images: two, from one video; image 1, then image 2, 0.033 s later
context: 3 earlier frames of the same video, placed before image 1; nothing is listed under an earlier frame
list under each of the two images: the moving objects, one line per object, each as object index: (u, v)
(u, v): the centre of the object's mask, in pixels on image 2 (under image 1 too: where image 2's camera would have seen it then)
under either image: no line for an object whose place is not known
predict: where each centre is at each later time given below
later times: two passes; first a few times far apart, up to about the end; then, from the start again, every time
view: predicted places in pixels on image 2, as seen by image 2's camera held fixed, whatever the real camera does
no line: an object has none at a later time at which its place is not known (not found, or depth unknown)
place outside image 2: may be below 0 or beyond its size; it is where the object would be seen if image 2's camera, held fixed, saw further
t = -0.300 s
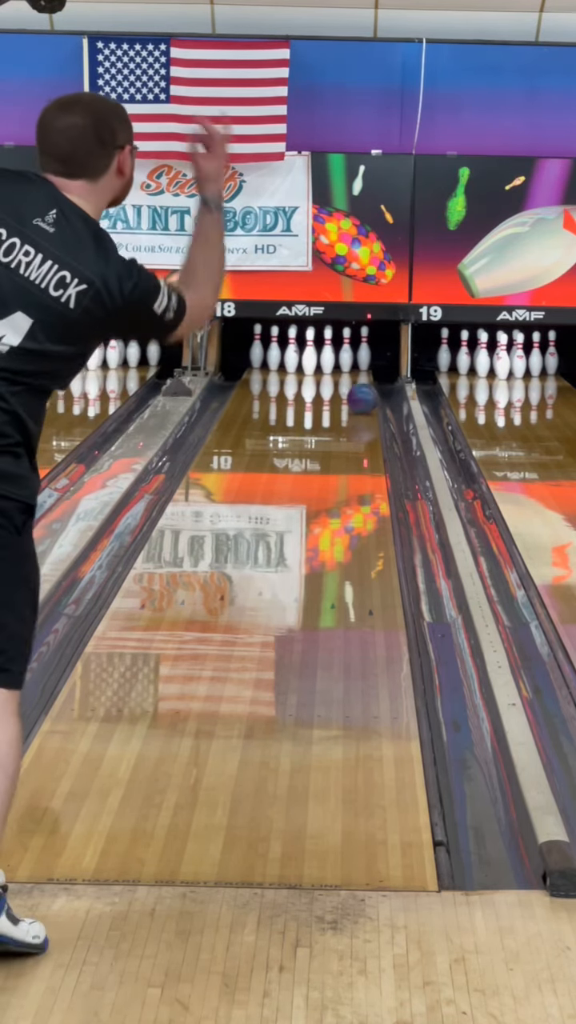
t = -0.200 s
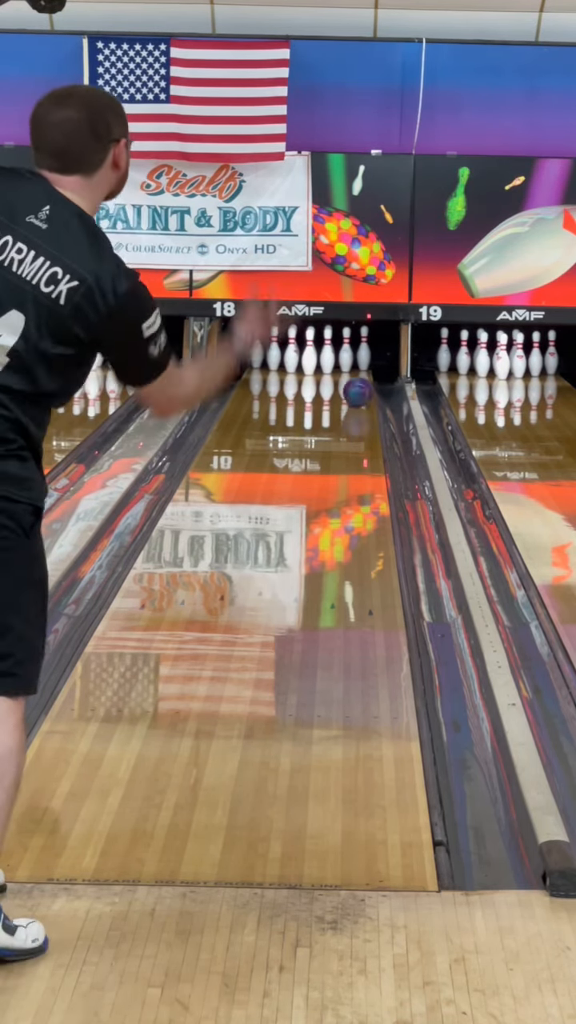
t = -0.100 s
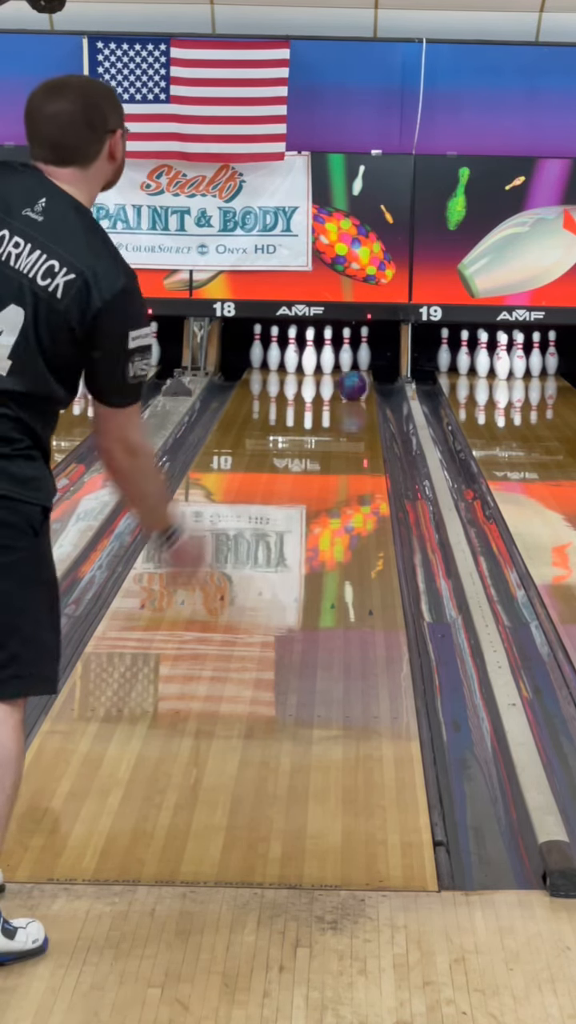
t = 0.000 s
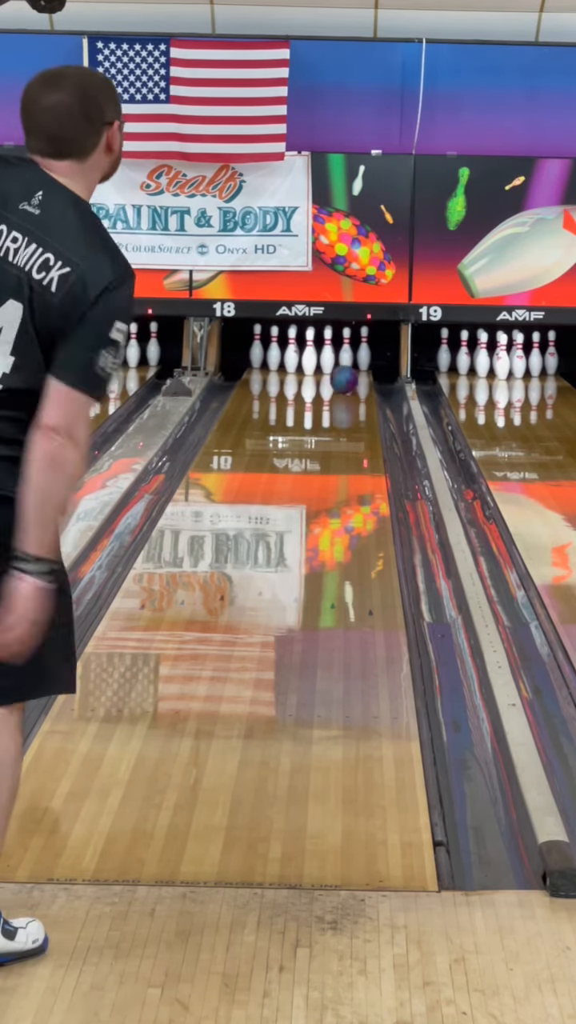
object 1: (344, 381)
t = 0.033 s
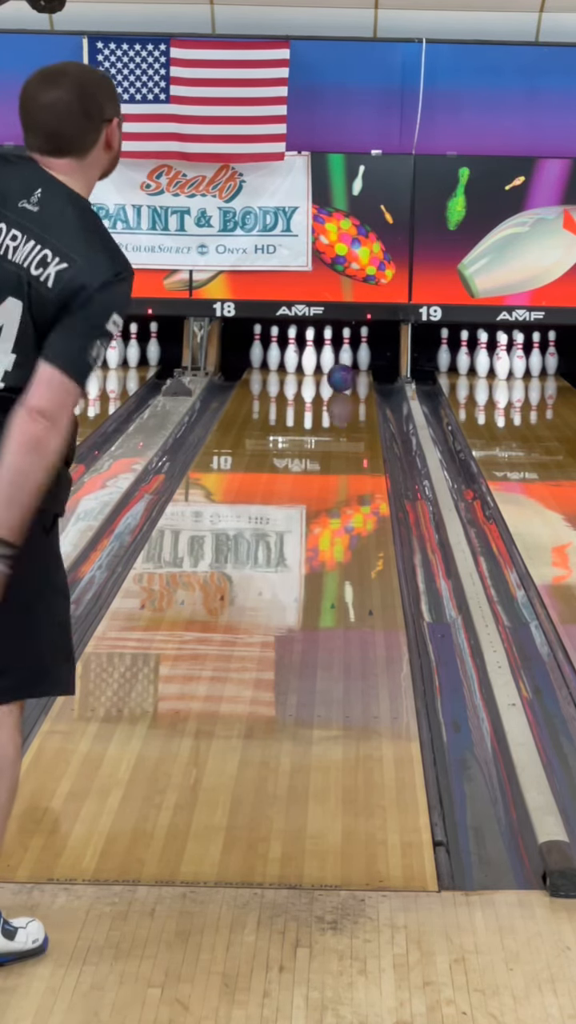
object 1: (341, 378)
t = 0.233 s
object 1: (323, 368)
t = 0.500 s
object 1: (303, 358)
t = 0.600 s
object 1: (298, 355)
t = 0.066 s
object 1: (338, 377)
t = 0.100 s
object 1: (335, 375)
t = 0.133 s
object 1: (331, 373)
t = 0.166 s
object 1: (329, 371)
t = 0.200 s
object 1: (326, 370)
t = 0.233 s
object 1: (323, 368)
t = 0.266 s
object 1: (320, 366)
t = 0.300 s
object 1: (316, 365)
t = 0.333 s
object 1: (314, 363)
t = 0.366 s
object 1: (314, 362)
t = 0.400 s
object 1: (312, 362)
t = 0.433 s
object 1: (310, 361)
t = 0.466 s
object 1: (306, 359)
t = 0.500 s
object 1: (303, 358)
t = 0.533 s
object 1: (298, 357)
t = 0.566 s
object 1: (297, 356)
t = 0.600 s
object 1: (298, 355)
